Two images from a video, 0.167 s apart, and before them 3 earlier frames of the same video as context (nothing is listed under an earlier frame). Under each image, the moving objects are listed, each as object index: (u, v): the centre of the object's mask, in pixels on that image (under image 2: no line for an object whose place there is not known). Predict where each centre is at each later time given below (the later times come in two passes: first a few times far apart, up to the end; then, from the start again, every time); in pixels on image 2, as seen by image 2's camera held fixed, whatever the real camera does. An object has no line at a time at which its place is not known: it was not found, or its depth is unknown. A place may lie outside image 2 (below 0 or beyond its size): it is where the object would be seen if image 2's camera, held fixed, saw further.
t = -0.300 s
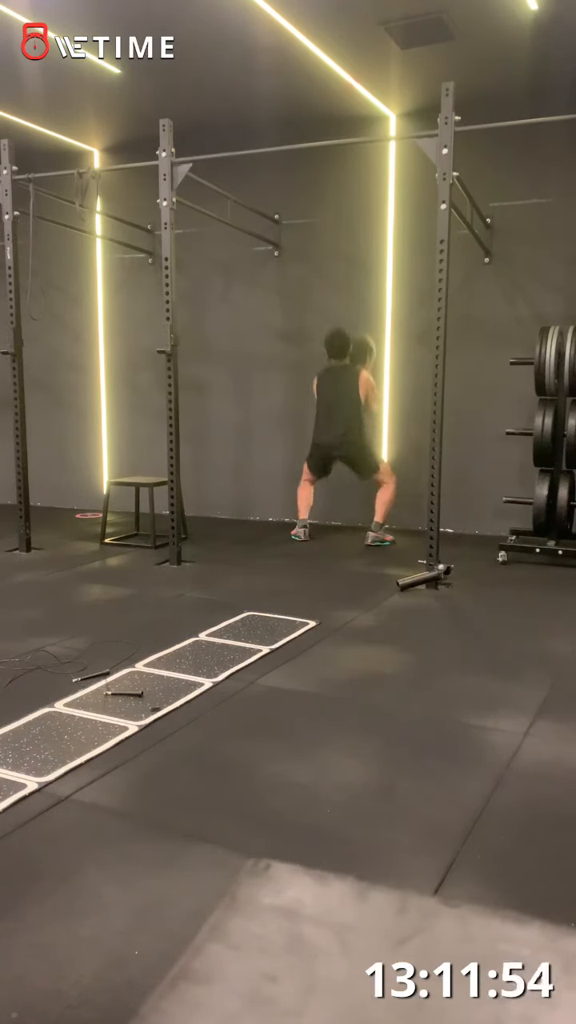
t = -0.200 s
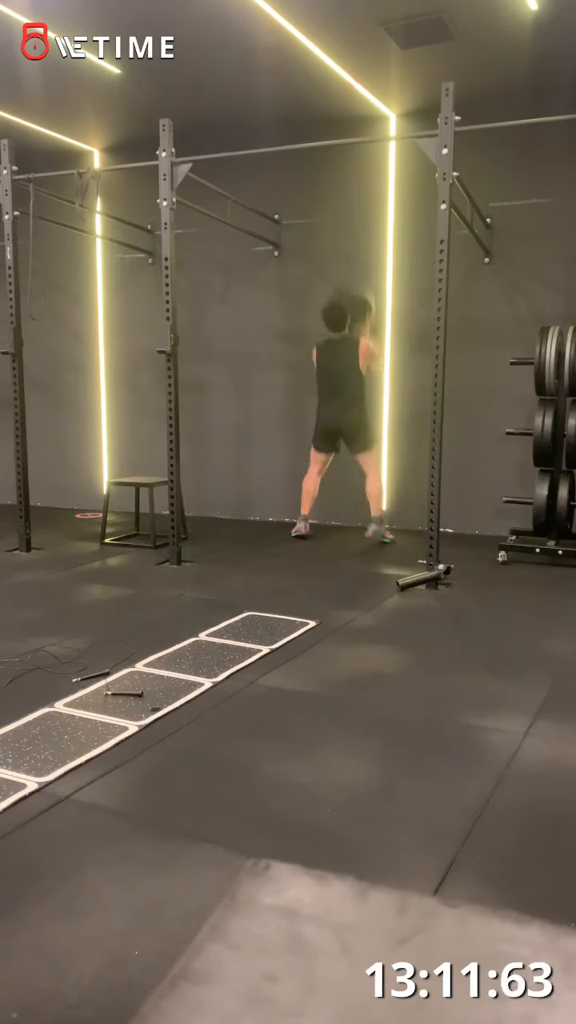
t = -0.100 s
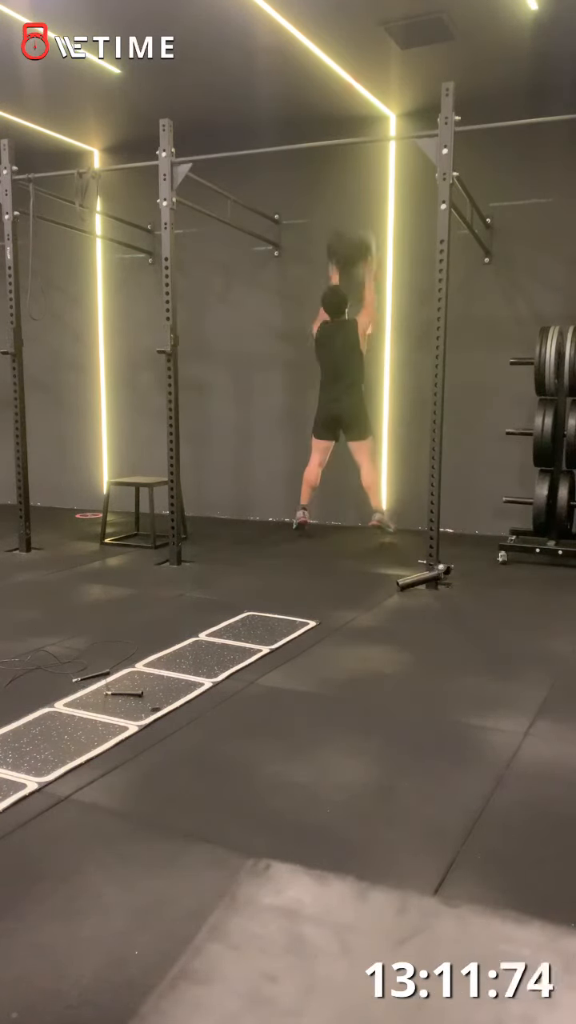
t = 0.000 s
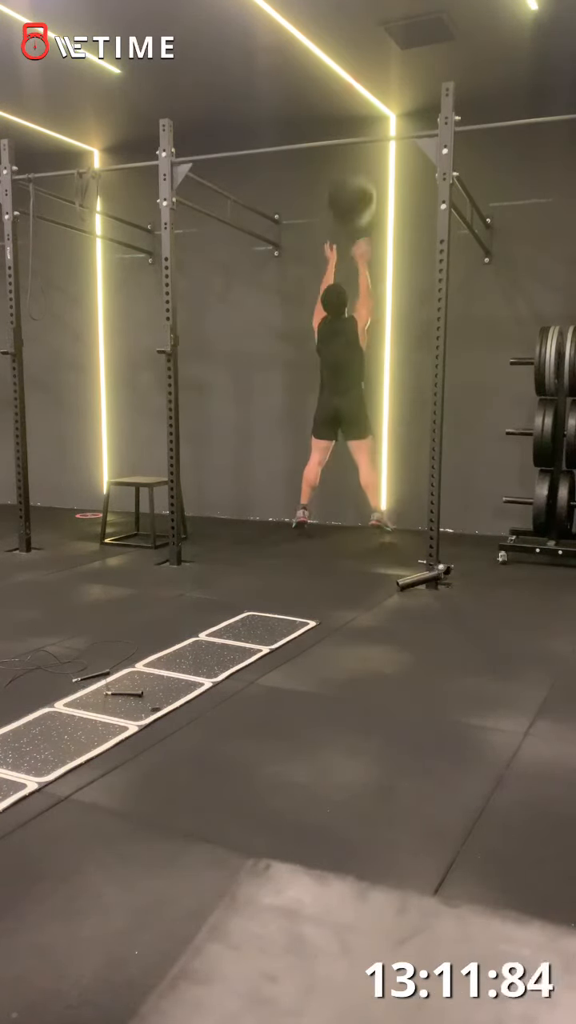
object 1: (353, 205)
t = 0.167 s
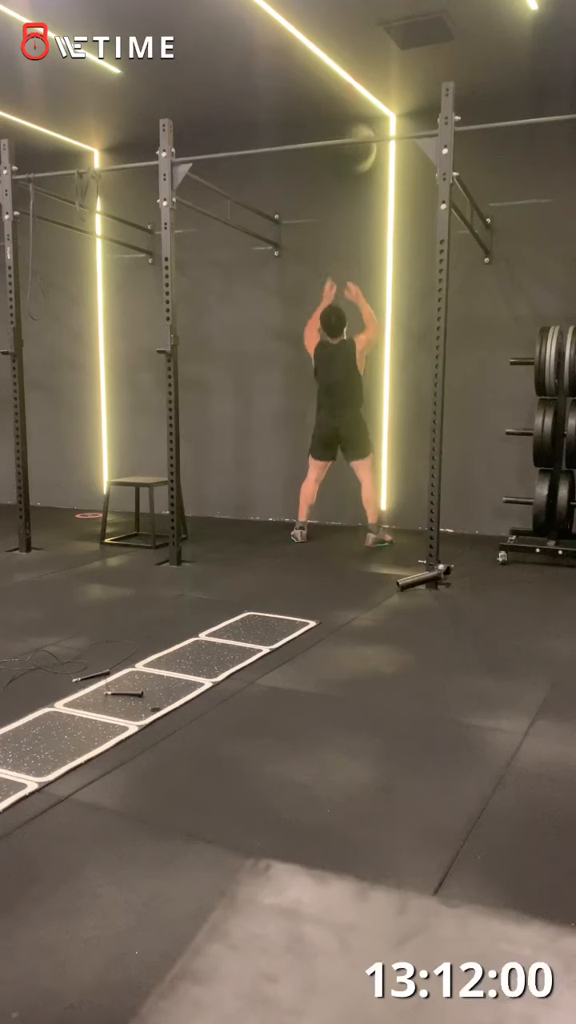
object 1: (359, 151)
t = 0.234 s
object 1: (360, 144)
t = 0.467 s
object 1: (359, 159)
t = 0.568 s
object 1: (350, 183)
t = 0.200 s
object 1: (360, 144)
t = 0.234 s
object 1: (360, 144)
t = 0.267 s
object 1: (360, 137)
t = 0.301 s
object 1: (360, 137)
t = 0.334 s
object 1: (360, 137)
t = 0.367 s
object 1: (358, 144)
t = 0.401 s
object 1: (360, 144)
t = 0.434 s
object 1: (360, 148)
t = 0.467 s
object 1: (359, 159)
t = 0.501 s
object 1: (352, 164)
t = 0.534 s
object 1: (351, 173)
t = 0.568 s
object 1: (350, 183)
